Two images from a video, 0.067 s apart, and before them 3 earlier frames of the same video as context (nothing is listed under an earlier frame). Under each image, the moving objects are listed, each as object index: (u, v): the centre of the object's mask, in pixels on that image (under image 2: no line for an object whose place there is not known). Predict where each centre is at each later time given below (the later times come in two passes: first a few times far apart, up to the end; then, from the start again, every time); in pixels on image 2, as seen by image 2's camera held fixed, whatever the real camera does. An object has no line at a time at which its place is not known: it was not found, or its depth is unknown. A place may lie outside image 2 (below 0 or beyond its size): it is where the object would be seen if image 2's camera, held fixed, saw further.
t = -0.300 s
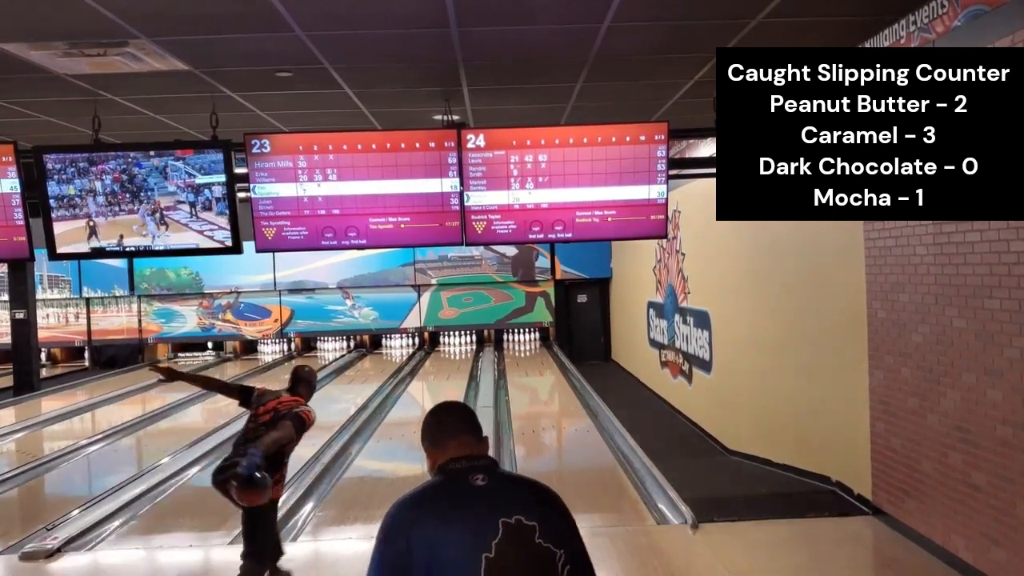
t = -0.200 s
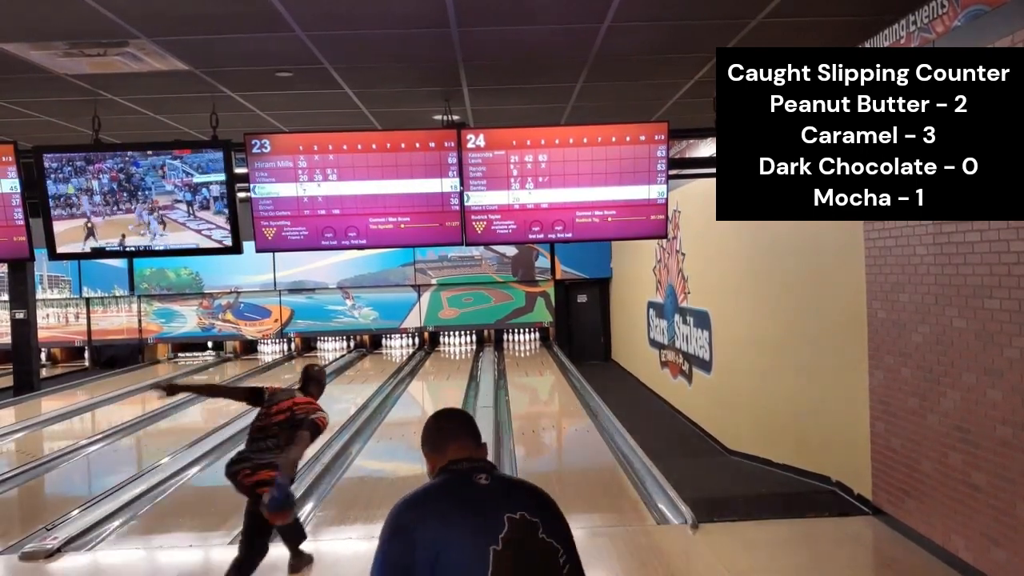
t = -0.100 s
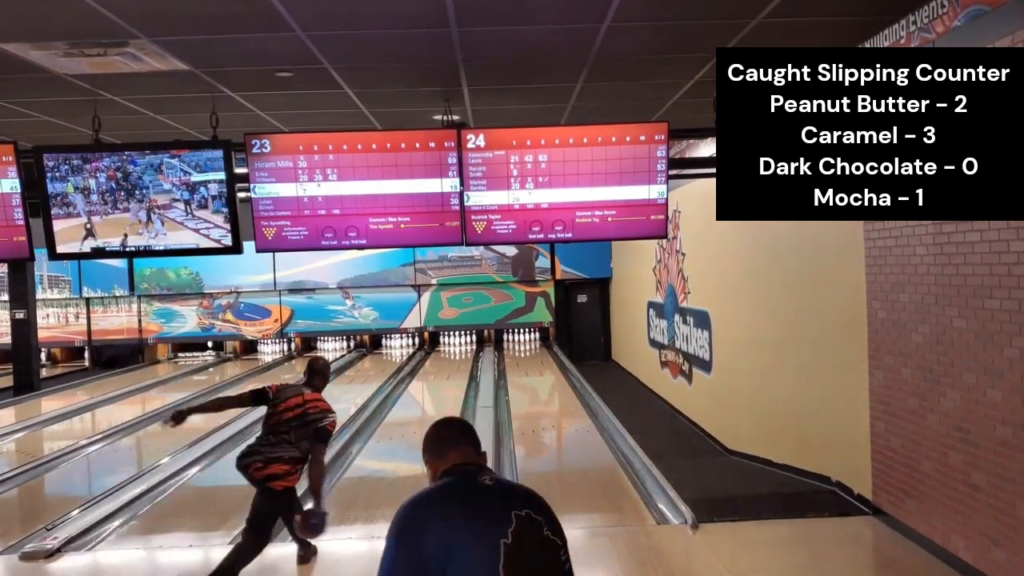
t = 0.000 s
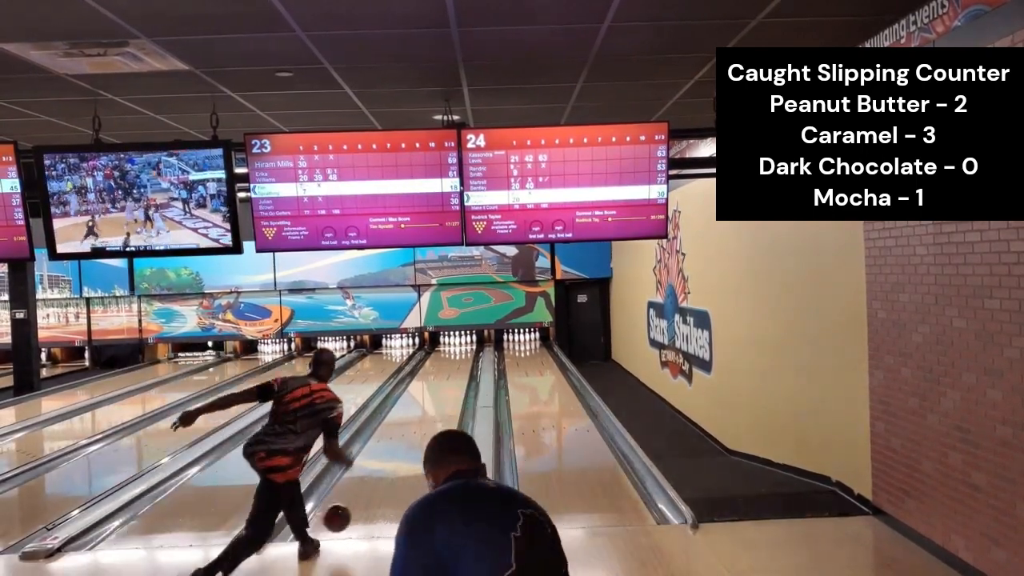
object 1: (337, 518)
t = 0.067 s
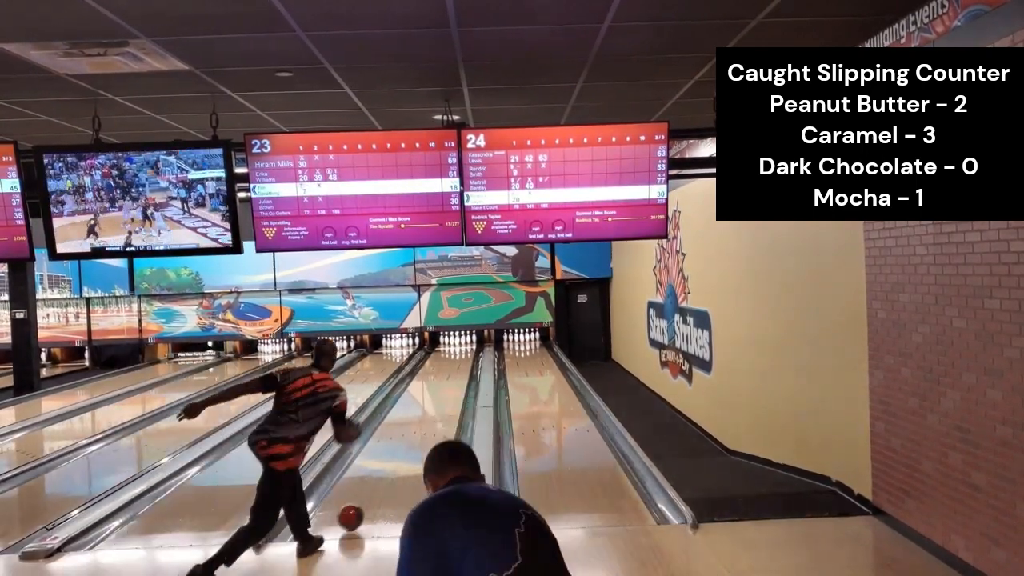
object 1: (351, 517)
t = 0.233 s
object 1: (376, 483)
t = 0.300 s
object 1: (384, 472)
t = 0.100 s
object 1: (356, 508)
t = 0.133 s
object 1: (362, 500)
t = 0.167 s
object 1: (367, 494)
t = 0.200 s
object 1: (371, 489)
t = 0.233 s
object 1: (376, 483)
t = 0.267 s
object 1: (380, 478)
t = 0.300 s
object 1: (384, 472)
